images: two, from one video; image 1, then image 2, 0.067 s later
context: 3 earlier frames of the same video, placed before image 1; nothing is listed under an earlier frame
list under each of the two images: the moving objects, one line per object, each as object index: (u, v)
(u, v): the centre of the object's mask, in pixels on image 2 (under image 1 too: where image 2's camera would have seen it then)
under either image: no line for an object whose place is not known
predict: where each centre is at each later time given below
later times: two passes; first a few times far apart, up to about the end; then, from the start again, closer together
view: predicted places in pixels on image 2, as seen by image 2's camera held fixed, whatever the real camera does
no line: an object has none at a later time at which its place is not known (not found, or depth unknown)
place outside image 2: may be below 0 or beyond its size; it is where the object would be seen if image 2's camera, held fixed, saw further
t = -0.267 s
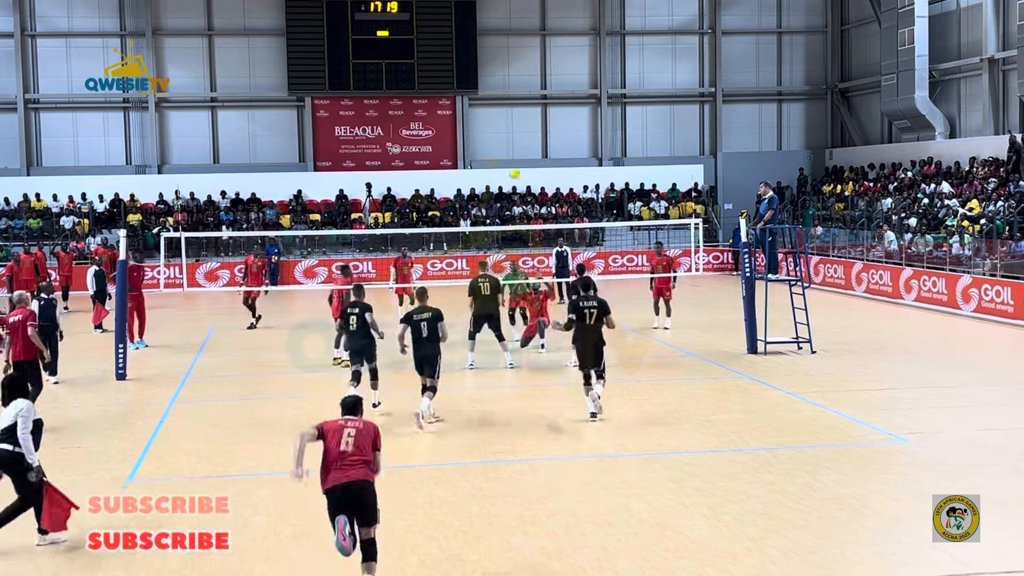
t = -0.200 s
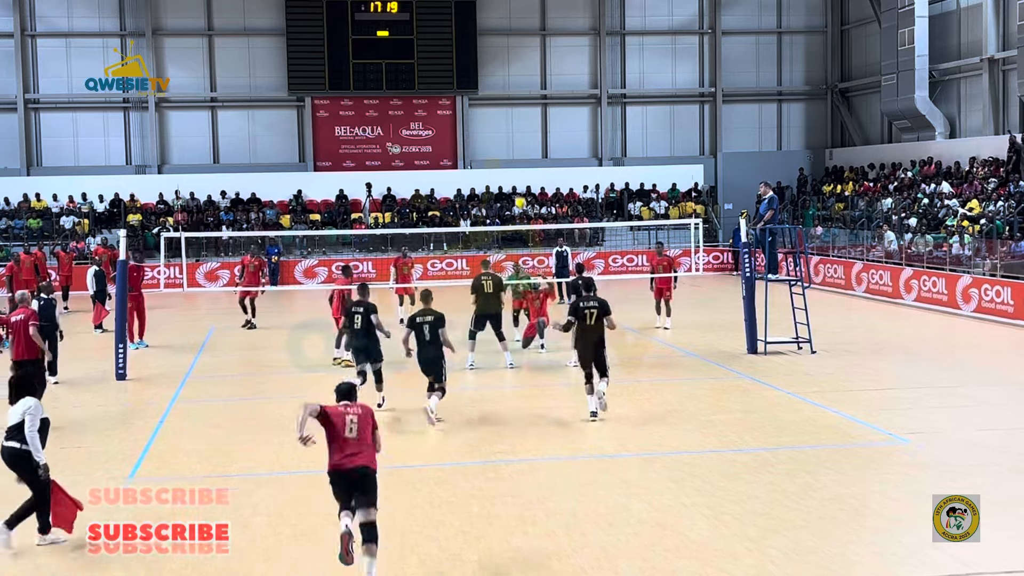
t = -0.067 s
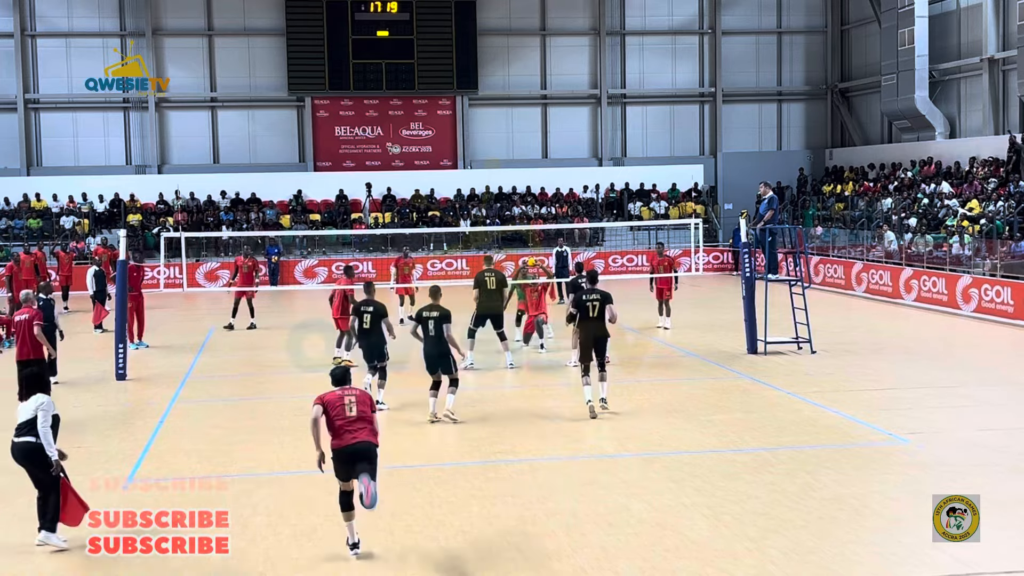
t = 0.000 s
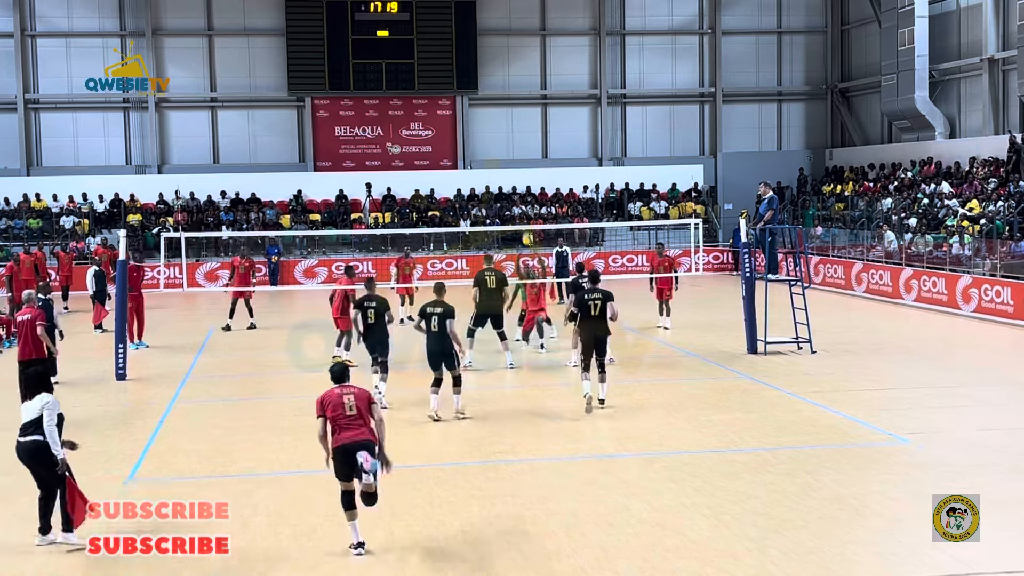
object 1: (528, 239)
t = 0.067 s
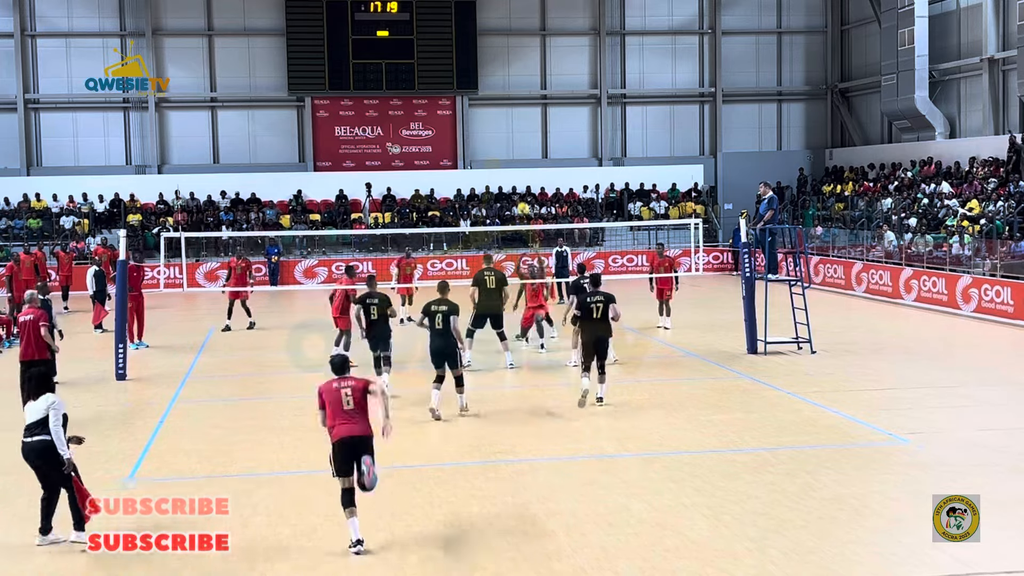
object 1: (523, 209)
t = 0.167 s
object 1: (516, 168)
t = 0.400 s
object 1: (501, 97)
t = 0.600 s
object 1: (489, 60)
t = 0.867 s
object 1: (474, 42)
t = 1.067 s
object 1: (463, 54)
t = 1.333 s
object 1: (449, 100)
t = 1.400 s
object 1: (447, 117)
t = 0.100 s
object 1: (521, 195)
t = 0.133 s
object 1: (519, 181)
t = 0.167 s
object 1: (516, 168)
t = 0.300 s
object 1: (508, 124)
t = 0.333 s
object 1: (506, 114)
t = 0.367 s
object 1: (504, 105)
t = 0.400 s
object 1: (501, 97)
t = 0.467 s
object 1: (498, 82)
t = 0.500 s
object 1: (496, 76)
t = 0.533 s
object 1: (494, 69)
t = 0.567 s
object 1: (492, 64)
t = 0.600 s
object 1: (489, 60)
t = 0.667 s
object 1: (486, 52)
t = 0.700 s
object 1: (483, 49)
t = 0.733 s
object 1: (482, 46)
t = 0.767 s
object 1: (480, 44)
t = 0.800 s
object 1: (478, 43)
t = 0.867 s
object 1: (474, 42)
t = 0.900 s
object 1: (472, 43)
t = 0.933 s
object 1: (470, 44)
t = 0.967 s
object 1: (469, 45)
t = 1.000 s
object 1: (467, 47)
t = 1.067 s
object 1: (463, 54)
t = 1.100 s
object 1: (461, 58)
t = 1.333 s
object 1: (449, 100)
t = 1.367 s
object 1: (448, 109)
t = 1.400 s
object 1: (447, 117)
